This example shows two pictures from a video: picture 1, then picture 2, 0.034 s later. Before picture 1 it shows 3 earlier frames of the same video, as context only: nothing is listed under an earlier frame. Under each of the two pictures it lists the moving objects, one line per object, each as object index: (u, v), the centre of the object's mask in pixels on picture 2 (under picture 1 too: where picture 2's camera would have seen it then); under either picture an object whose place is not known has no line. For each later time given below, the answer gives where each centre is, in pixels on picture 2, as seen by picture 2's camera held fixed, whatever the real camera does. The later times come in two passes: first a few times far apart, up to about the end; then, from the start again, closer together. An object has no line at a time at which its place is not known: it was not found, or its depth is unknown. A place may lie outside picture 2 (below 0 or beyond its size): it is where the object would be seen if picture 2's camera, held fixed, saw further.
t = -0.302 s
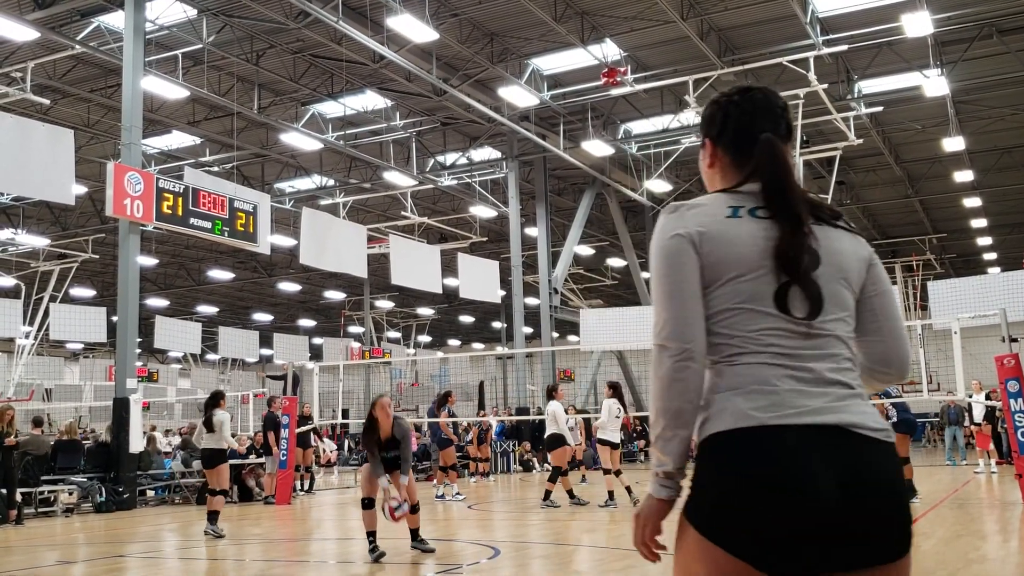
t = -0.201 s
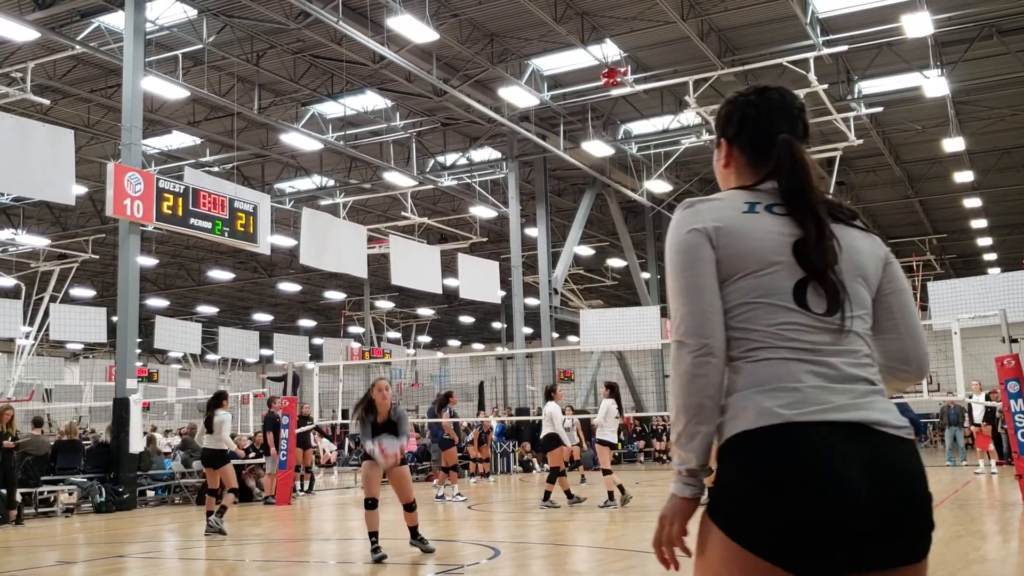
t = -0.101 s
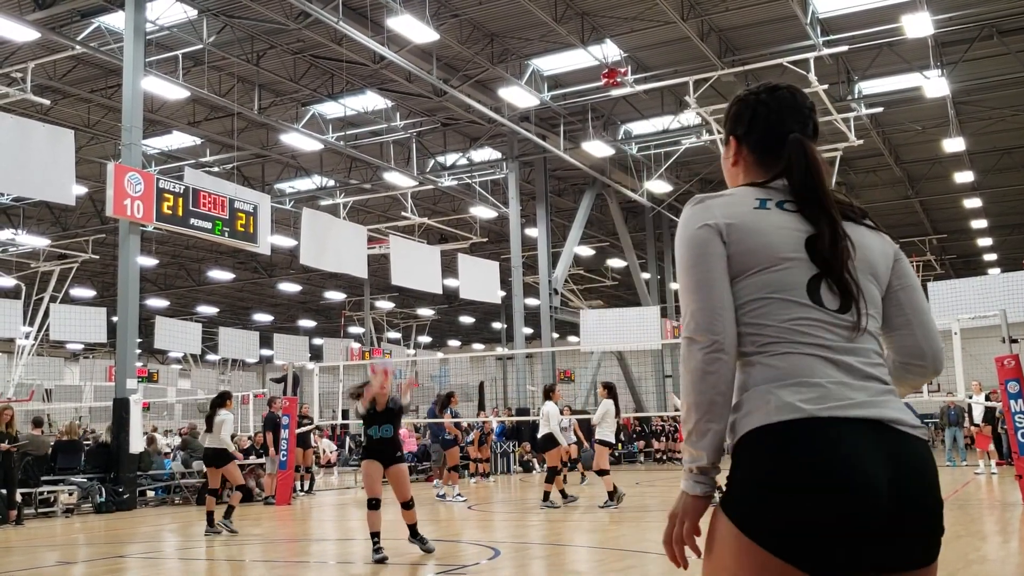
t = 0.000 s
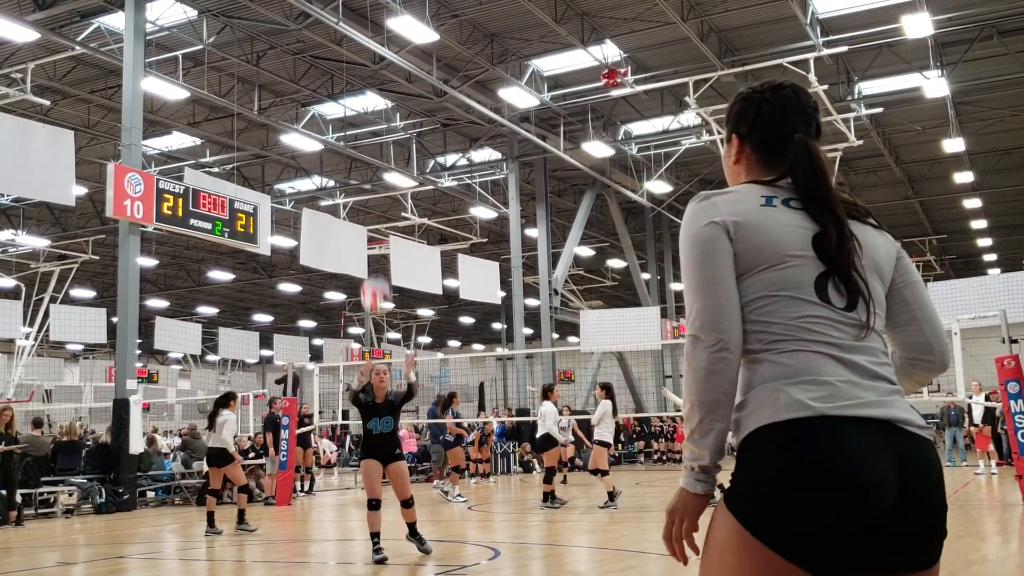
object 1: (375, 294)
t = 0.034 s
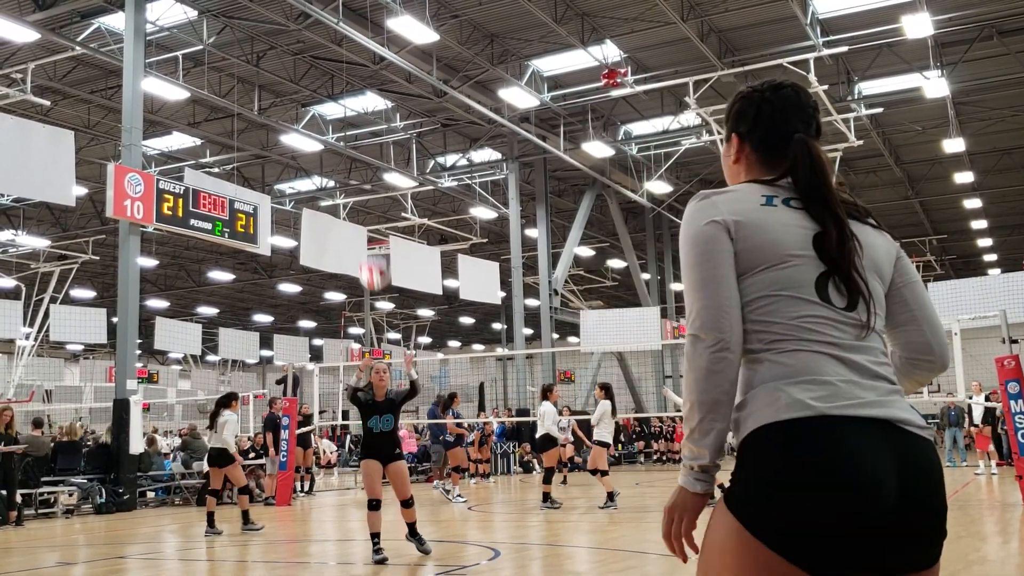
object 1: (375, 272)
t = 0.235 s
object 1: (363, 142)
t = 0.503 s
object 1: (342, 31)
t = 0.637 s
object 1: (327, 19)
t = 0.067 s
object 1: (375, 249)
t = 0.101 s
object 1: (372, 224)
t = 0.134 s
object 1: (369, 203)
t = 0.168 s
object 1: (367, 180)
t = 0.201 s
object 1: (366, 163)
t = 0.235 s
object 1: (363, 142)
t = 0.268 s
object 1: (361, 127)
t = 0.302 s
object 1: (358, 107)
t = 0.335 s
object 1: (356, 89)
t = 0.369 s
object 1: (353, 75)
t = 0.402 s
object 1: (351, 63)
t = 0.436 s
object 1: (348, 51)
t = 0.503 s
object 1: (342, 31)
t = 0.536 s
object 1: (338, 24)
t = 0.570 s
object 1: (335, 20)
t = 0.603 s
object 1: (331, 19)
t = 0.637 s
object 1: (327, 19)
